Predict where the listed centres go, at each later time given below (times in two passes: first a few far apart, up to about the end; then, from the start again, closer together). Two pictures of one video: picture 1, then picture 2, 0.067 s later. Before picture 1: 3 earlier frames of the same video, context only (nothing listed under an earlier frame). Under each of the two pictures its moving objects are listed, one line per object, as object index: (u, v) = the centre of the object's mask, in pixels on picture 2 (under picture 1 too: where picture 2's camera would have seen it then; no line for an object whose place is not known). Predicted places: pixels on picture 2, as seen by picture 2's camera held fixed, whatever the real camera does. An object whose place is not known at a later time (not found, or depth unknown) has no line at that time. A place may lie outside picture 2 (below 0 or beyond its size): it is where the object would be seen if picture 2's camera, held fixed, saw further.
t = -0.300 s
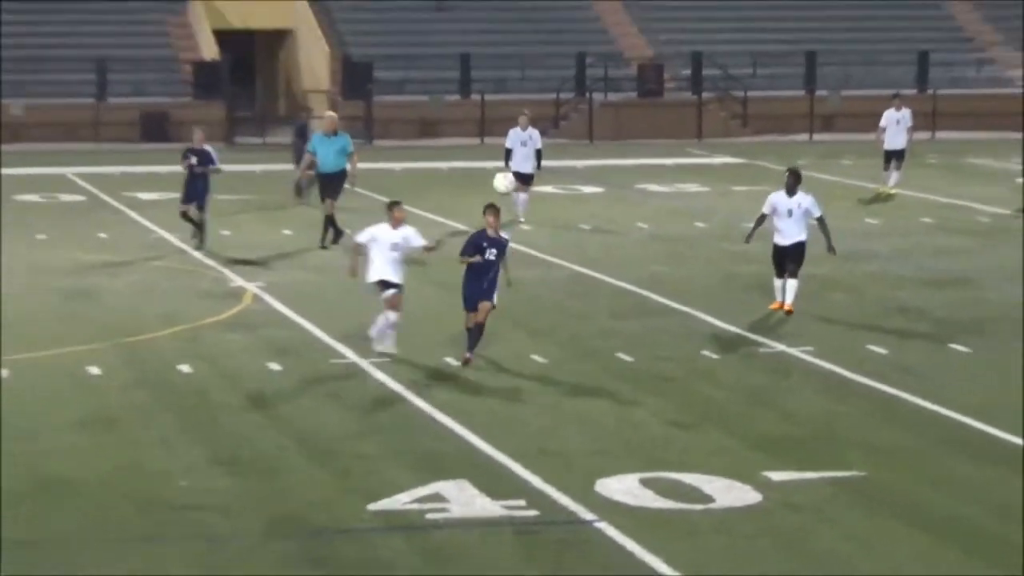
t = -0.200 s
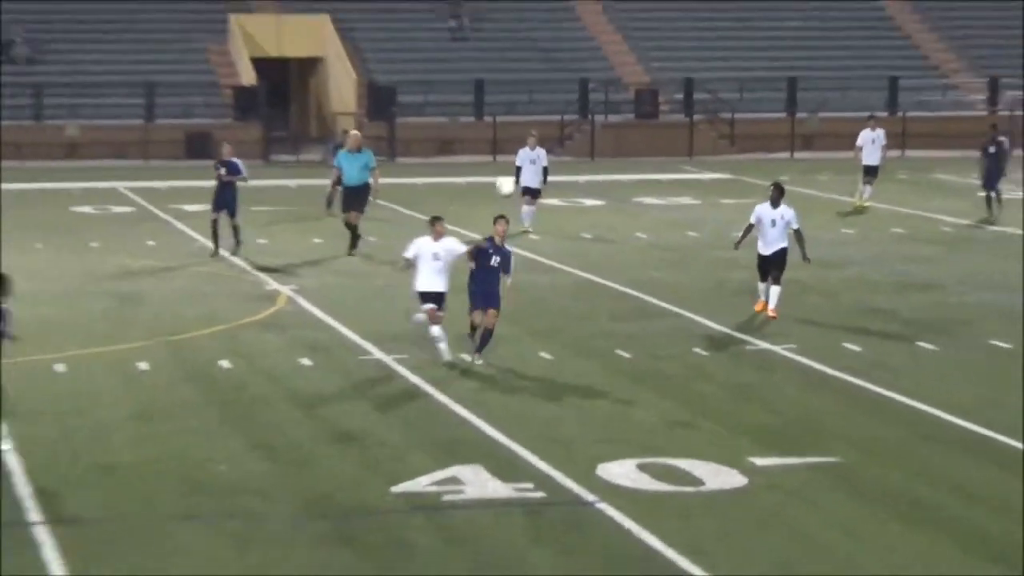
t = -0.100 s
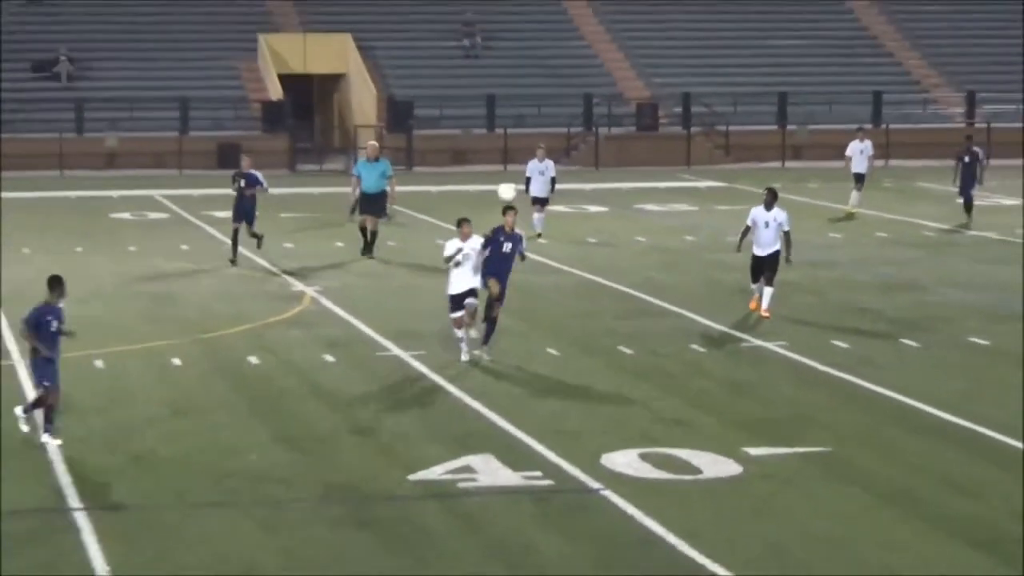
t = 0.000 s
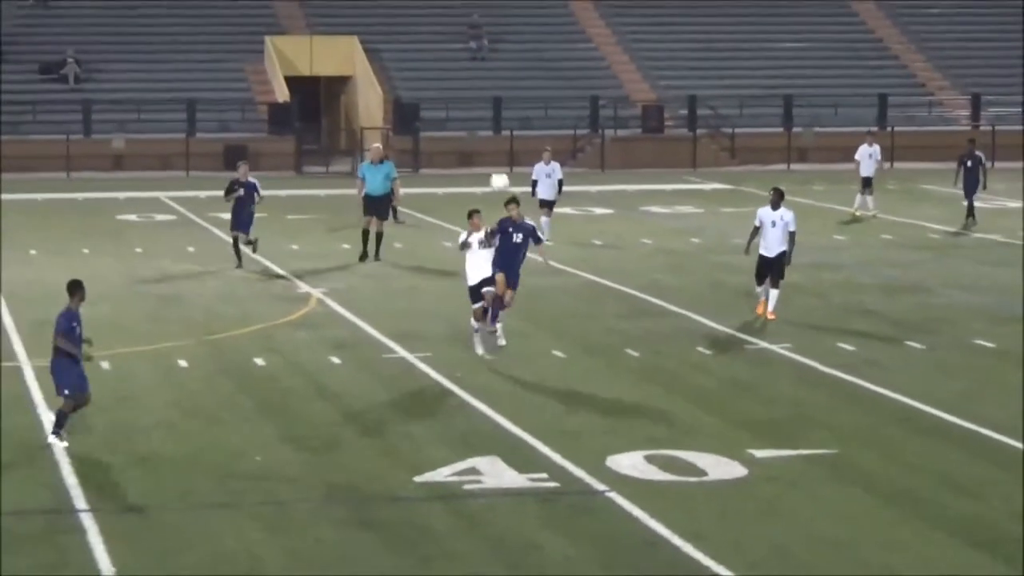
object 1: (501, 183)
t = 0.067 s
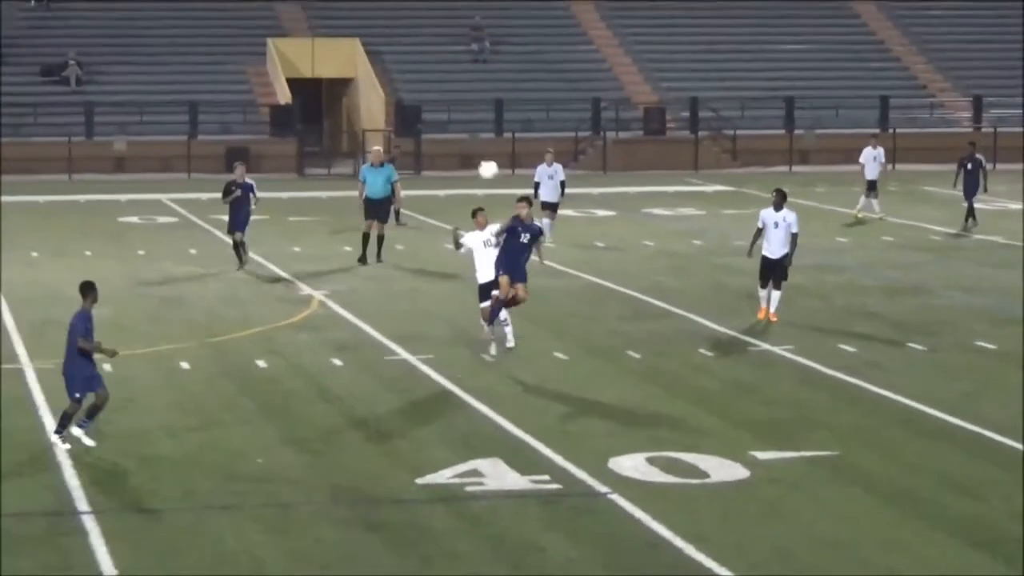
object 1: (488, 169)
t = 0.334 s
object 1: (435, 153)
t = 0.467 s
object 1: (408, 164)
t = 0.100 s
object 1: (481, 164)
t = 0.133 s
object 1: (474, 159)
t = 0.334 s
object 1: (435, 153)
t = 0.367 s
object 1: (428, 154)
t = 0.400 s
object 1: (422, 156)
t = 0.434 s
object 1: (416, 160)
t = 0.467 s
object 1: (408, 164)
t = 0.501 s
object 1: (402, 170)
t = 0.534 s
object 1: (393, 175)
